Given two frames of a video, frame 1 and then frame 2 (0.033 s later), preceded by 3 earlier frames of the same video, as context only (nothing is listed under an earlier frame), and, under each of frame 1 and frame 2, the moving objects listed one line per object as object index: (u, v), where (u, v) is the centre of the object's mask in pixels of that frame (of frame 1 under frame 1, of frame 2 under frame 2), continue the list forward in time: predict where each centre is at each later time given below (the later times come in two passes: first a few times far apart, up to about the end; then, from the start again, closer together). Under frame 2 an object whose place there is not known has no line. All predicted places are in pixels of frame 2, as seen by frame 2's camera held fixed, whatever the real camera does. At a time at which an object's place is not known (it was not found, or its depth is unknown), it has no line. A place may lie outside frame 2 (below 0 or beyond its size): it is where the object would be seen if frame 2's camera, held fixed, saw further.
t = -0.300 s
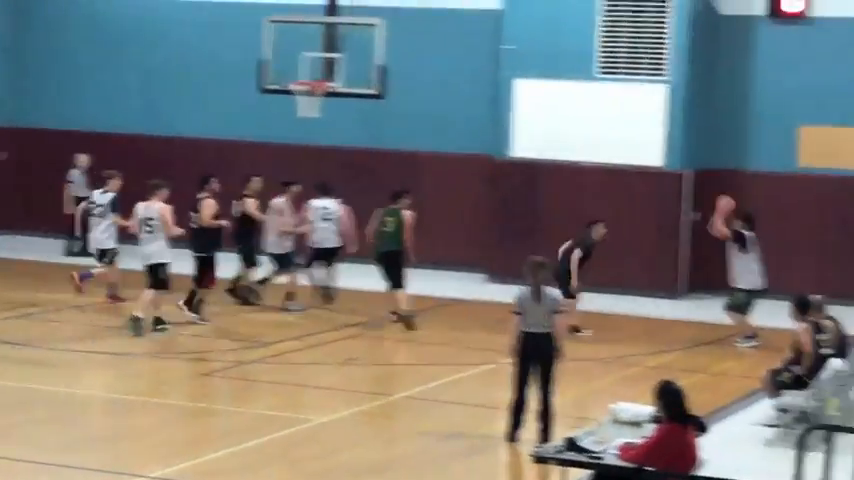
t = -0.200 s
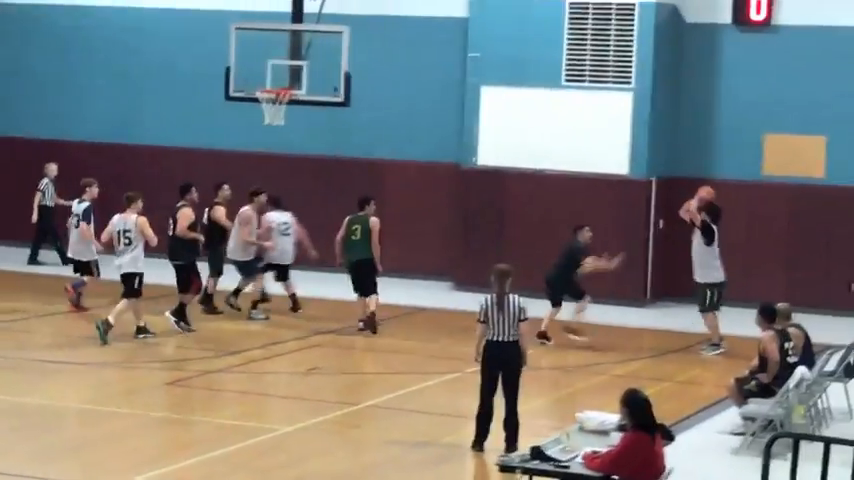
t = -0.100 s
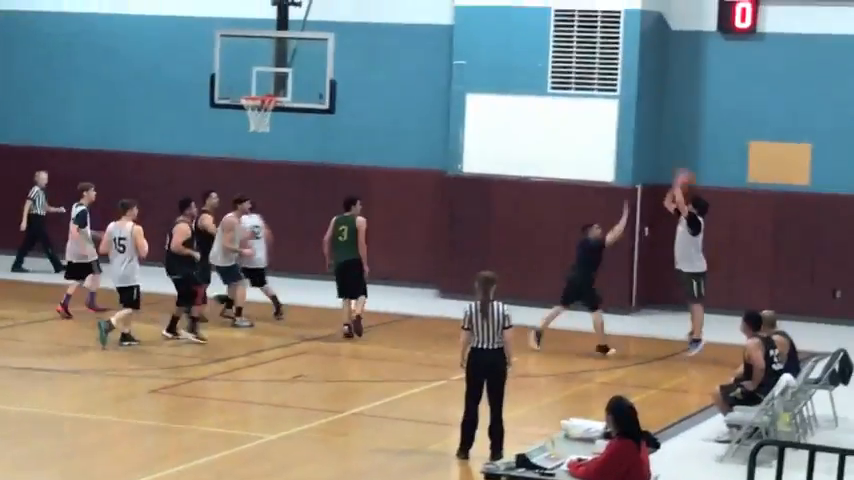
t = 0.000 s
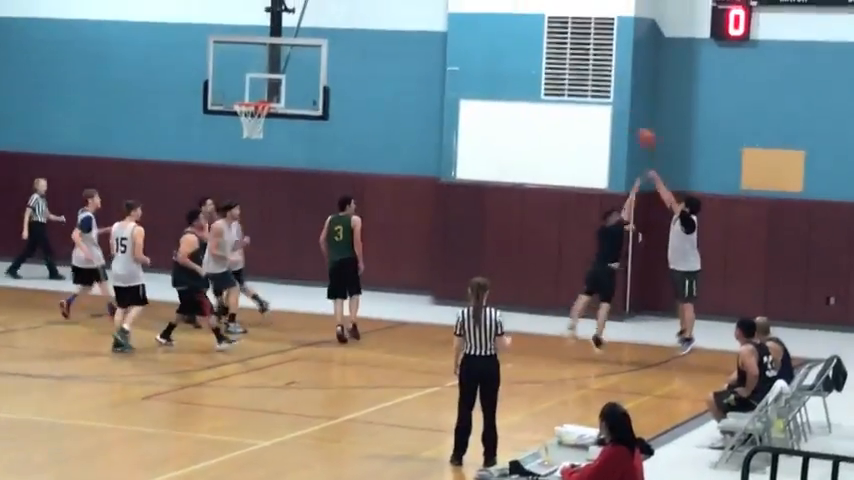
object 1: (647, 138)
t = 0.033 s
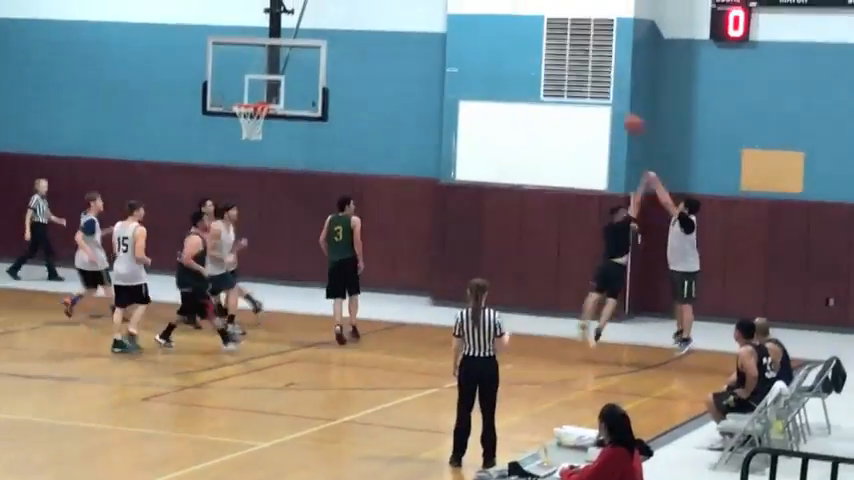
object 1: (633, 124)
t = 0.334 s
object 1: (521, 32)
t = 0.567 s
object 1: (436, 6)
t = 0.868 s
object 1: (331, 35)
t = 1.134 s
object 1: (246, 106)
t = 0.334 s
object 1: (521, 32)
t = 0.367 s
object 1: (508, 25)
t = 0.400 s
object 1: (495, 20)
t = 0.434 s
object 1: (484, 16)
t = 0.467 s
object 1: (471, 12)
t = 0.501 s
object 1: (459, 10)
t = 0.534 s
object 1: (447, 7)
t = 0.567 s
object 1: (436, 6)
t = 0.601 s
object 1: (424, 7)
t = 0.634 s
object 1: (412, 6)
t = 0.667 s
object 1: (400, 9)
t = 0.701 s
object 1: (388, 12)
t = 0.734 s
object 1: (378, 14)
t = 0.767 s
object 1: (366, 17)
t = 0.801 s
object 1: (354, 22)
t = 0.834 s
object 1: (342, 26)
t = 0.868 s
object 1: (331, 35)
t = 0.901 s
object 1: (321, 40)
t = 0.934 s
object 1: (310, 49)
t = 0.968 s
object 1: (299, 57)
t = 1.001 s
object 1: (288, 64)
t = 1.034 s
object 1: (277, 72)
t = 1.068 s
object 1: (265, 87)
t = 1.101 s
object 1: (257, 98)
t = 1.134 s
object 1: (246, 106)
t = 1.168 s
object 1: (238, 116)
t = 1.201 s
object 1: (236, 121)
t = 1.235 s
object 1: (235, 121)
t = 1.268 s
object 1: (236, 120)
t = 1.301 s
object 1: (237, 120)
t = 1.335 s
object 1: (237, 121)
